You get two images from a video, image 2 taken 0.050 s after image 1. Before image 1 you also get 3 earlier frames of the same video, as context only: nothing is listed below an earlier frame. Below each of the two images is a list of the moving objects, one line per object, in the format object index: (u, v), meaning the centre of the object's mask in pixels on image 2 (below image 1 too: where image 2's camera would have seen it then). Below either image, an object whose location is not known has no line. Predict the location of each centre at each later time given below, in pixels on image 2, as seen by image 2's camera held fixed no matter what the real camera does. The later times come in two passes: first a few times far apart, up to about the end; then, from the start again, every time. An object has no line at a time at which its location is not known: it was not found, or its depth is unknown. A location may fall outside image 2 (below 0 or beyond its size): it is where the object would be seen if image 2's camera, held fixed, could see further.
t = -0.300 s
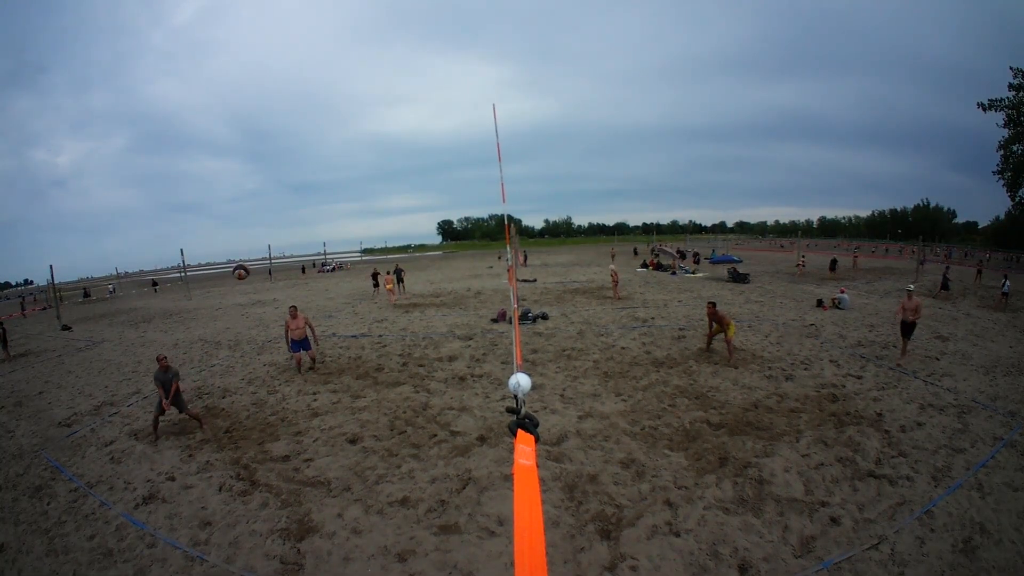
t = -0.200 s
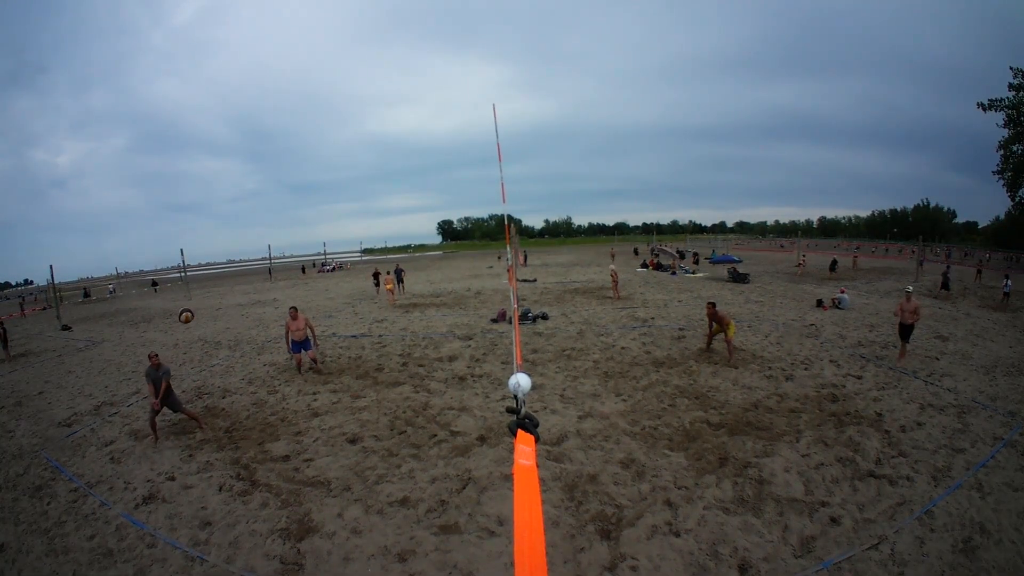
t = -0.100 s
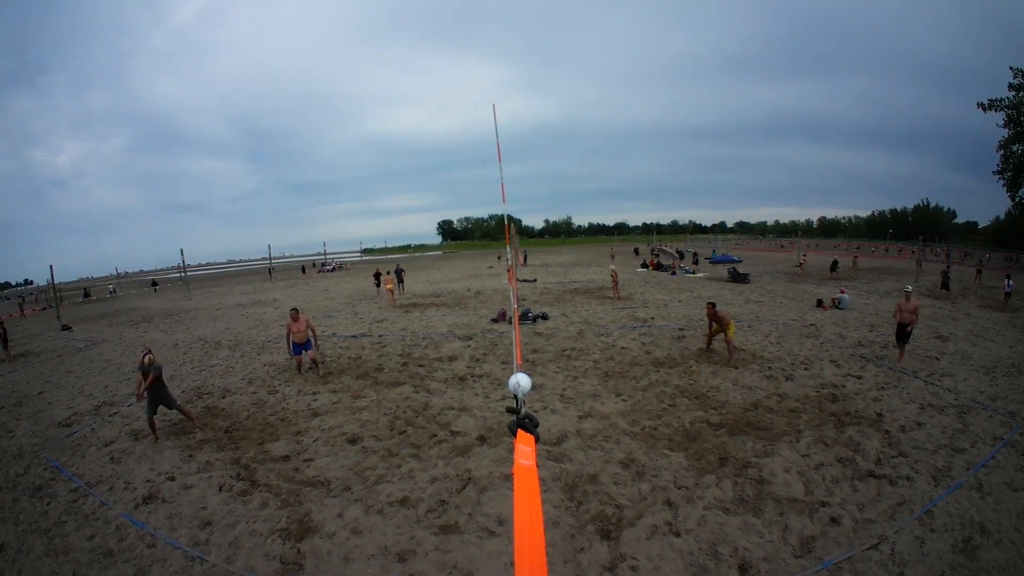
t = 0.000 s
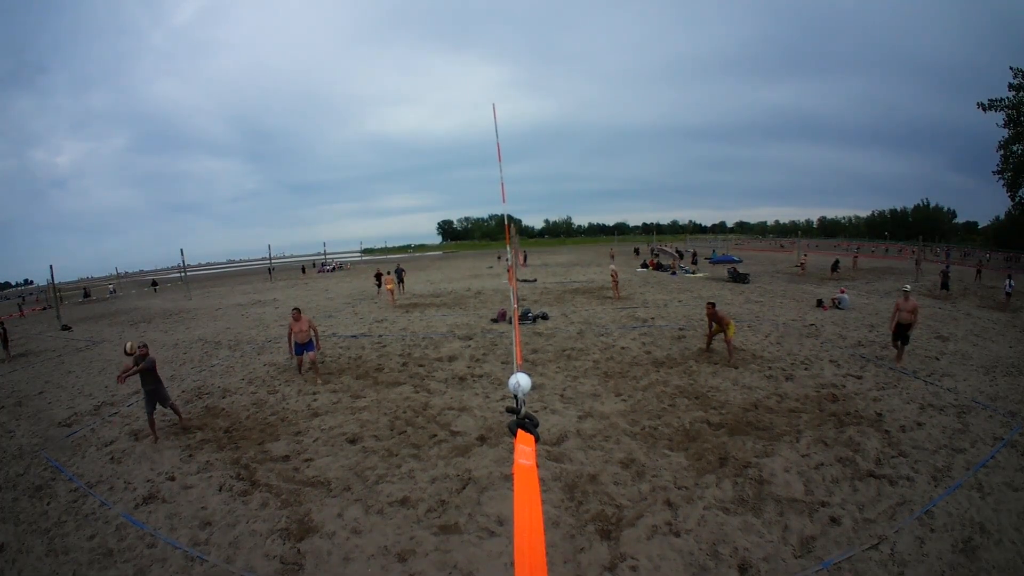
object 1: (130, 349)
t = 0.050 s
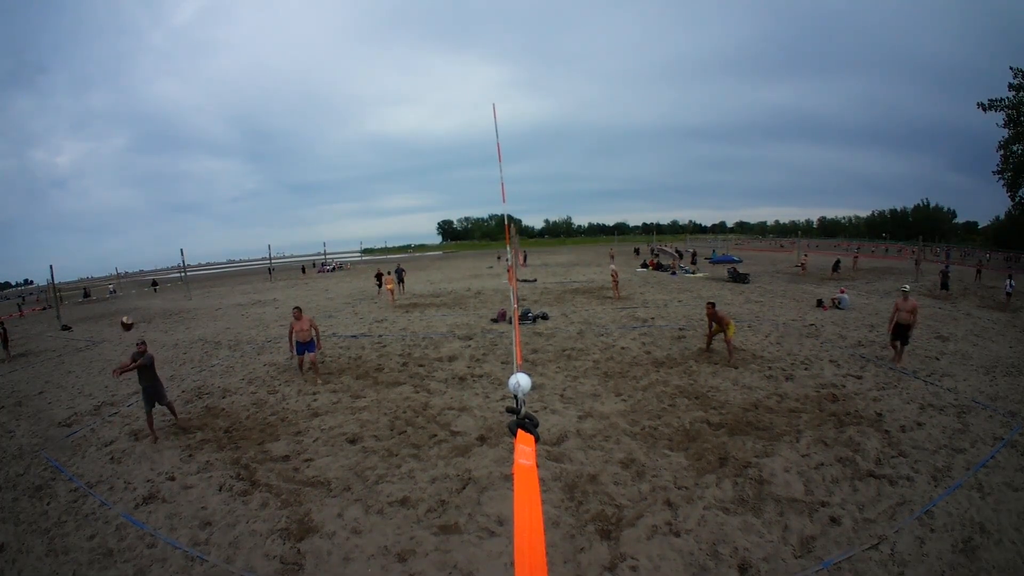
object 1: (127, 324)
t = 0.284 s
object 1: (126, 222)
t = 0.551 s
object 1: (137, 148)
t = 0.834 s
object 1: (148, 127)
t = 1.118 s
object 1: (155, 166)
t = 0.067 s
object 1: (126, 316)
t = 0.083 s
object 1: (125, 308)
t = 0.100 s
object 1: (125, 300)
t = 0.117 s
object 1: (125, 292)
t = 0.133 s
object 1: (123, 286)
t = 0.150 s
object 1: (124, 277)
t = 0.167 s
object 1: (124, 269)
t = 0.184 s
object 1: (124, 263)
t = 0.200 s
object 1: (124, 255)
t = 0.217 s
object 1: (124, 248)
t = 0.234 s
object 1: (125, 241)
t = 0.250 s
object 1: (125, 234)
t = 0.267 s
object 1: (125, 228)
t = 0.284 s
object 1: (126, 222)
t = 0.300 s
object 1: (126, 216)
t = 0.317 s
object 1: (127, 210)
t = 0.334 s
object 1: (127, 204)
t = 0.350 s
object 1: (128, 199)
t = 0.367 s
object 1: (129, 193)
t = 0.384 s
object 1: (129, 188)
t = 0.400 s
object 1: (130, 183)
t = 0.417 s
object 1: (131, 179)
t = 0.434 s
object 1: (132, 174)
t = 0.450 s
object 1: (132, 170)
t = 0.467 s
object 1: (133, 166)
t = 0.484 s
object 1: (134, 162)
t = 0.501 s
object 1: (135, 158)
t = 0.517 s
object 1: (135, 155)
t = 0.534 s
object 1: (136, 152)
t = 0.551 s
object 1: (137, 148)
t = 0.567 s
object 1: (138, 146)
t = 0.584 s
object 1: (138, 143)
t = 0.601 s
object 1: (139, 141)
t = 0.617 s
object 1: (140, 138)
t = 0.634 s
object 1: (141, 136)
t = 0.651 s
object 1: (141, 135)
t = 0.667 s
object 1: (142, 133)
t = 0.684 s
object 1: (143, 131)
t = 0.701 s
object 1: (144, 130)
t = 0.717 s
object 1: (144, 129)
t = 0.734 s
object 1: (145, 128)
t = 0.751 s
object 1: (146, 127)
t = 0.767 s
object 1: (146, 127)
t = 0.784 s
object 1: (147, 126)
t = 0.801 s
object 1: (147, 126)
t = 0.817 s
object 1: (148, 126)
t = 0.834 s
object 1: (148, 127)
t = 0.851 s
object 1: (149, 127)
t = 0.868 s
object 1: (149, 128)
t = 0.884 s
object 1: (150, 129)
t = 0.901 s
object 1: (150, 130)
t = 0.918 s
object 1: (150, 131)
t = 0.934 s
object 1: (151, 133)
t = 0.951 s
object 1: (151, 135)
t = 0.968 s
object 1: (152, 137)
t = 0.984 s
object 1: (152, 139)
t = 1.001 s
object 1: (153, 142)
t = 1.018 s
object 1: (153, 144)
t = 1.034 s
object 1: (153, 147)
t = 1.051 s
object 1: (153, 151)
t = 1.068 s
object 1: (154, 154)
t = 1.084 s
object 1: (154, 158)
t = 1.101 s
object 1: (155, 162)
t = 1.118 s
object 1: (155, 166)
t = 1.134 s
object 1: (155, 170)
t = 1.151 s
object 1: (156, 175)
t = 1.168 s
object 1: (156, 180)
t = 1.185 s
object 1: (156, 185)
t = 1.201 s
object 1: (157, 190)
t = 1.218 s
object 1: (158, 196)
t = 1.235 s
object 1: (158, 202)
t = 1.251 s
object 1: (159, 209)
